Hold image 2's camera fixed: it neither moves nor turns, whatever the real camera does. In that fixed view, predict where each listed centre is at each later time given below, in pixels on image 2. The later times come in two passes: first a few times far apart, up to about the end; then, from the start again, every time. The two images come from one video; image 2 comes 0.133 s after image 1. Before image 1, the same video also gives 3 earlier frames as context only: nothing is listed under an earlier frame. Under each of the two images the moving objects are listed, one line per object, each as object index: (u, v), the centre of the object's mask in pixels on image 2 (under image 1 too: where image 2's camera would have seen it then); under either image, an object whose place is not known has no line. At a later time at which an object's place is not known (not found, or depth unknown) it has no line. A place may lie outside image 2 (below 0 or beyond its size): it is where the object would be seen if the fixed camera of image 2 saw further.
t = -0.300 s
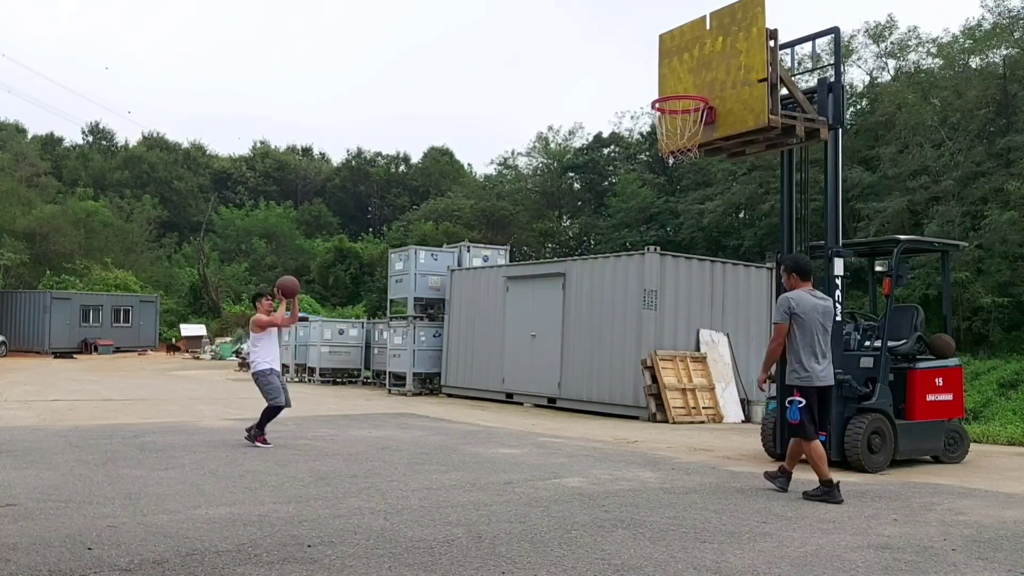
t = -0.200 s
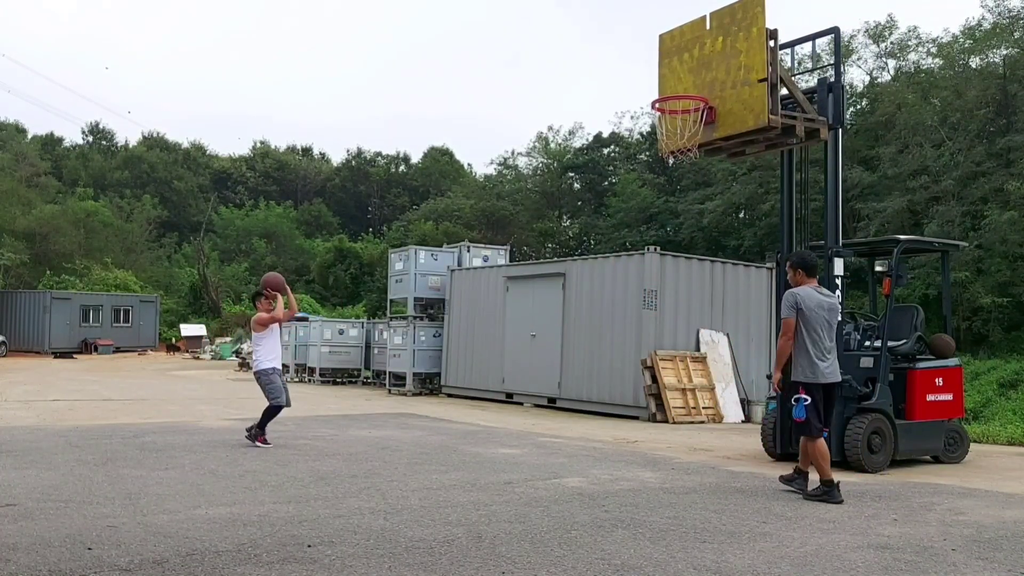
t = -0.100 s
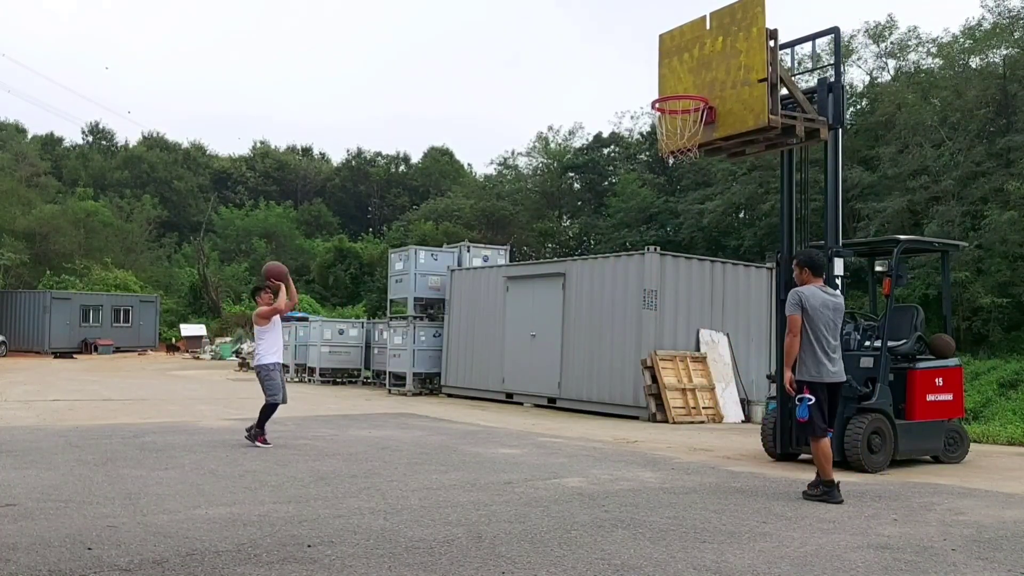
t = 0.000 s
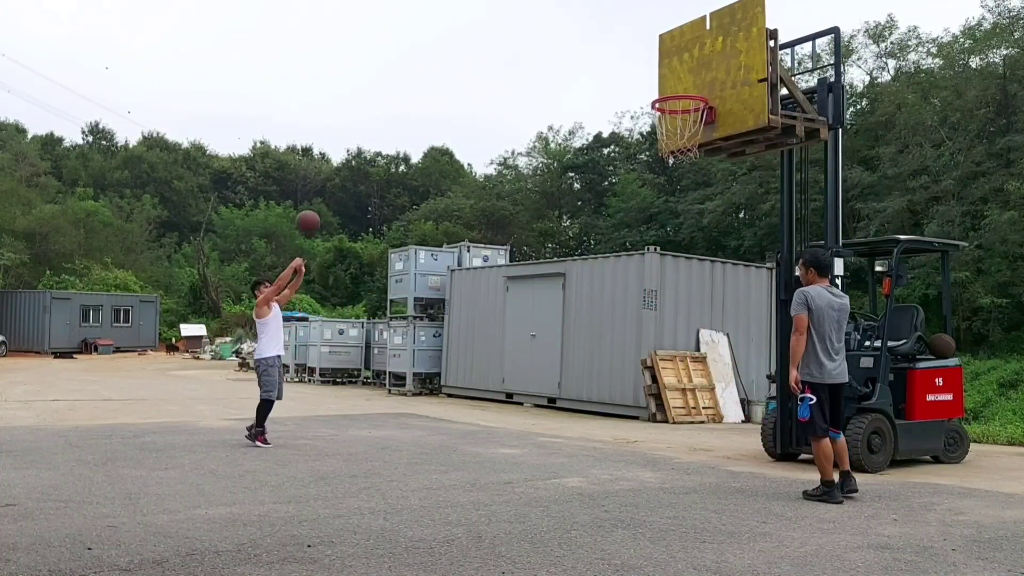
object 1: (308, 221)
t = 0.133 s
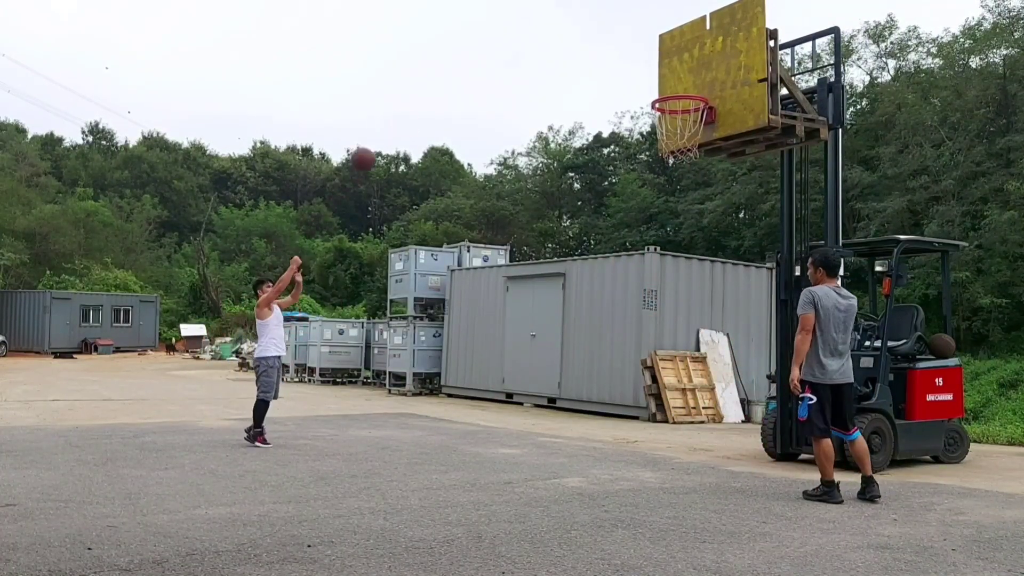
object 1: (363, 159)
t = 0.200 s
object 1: (391, 134)
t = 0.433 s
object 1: (494, 76)
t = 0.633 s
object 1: (588, 67)
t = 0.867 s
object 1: (682, 92)
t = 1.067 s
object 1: (657, 81)
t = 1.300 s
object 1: (628, 105)
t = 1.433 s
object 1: (612, 146)
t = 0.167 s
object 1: (377, 146)
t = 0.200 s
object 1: (391, 134)
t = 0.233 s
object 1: (405, 123)
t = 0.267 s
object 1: (420, 112)
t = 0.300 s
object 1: (434, 103)
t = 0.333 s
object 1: (449, 95)
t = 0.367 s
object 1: (464, 87)
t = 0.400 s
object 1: (479, 81)
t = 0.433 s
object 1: (494, 76)
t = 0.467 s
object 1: (509, 72)
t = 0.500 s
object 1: (525, 68)
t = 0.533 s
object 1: (540, 66)
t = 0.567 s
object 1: (556, 65)
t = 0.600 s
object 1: (572, 66)
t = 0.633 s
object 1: (588, 67)
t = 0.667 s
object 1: (605, 70)
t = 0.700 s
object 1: (621, 74)
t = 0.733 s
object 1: (638, 79)
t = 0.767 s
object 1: (655, 85)
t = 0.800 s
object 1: (673, 91)
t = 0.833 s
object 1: (686, 99)
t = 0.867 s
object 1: (682, 92)
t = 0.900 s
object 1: (678, 85)
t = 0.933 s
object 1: (674, 83)
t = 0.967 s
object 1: (670, 81)
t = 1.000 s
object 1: (665, 80)
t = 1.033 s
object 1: (661, 80)
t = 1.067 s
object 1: (657, 81)
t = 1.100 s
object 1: (653, 83)
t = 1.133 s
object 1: (648, 87)
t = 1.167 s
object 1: (644, 88)
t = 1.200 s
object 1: (640, 90)
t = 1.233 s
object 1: (636, 94)
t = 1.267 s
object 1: (632, 99)
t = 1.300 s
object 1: (628, 105)
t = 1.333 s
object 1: (624, 113)
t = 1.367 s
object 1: (620, 122)
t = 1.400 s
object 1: (616, 133)
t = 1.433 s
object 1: (612, 146)
